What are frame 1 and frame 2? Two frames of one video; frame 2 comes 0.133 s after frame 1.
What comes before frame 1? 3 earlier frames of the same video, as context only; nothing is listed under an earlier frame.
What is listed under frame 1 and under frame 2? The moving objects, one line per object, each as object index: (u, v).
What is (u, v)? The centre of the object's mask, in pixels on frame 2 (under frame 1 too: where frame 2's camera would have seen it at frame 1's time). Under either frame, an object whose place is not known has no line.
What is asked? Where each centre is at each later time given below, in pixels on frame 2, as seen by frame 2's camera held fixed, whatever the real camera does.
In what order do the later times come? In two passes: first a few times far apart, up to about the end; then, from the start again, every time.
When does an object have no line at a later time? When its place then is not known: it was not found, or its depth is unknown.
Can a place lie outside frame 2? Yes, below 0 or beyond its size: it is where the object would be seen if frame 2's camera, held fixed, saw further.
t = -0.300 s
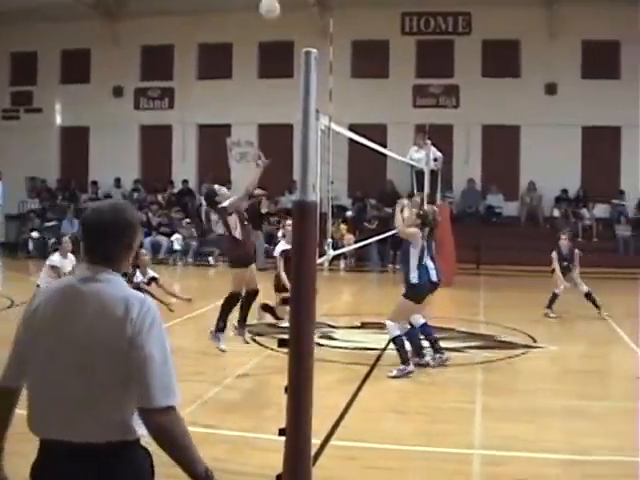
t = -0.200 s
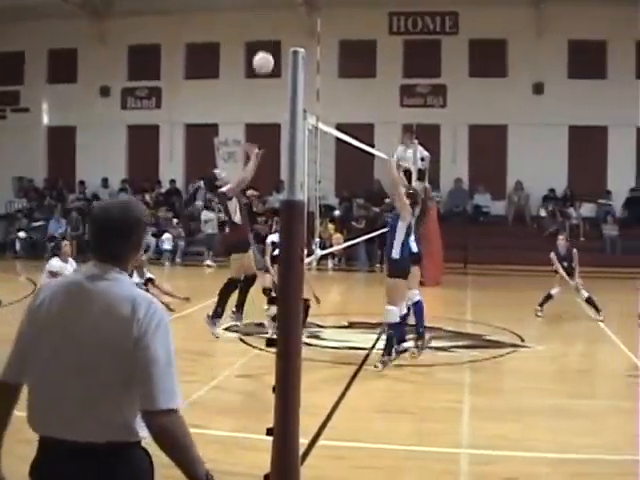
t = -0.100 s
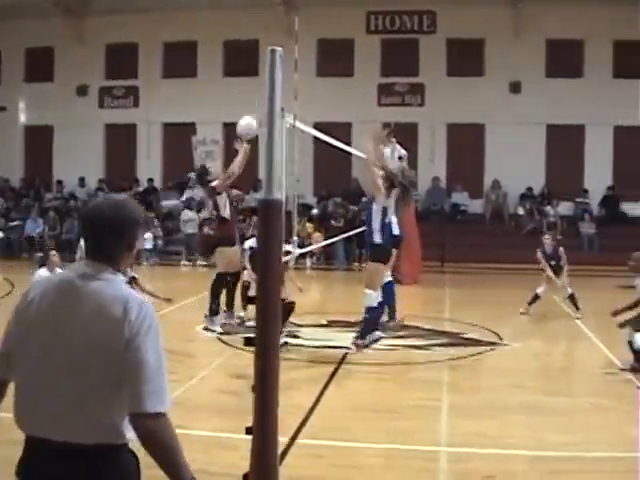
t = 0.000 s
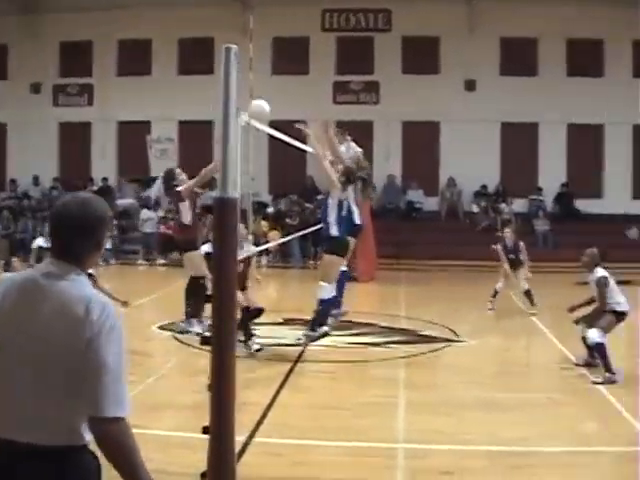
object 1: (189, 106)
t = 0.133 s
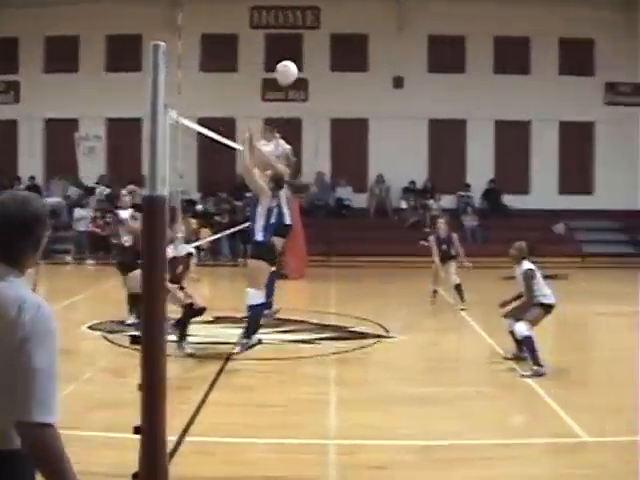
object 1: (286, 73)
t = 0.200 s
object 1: (334, 61)
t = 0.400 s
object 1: (478, 58)
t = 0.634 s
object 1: (639, 109)
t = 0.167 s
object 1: (310, 66)
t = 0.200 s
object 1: (334, 61)
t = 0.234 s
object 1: (358, 57)
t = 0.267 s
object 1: (382, 54)
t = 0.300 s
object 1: (408, 54)
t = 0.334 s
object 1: (430, 54)
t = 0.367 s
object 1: (454, 55)
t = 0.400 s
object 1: (478, 58)
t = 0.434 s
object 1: (501, 62)
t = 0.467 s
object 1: (525, 67)
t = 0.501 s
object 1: (547, 73)
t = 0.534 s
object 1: (571, 81)
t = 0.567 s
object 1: (594, 89)
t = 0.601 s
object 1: (618, 96)
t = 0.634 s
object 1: (639, 109)
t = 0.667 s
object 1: (662, 121)
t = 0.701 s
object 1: (683, 134)
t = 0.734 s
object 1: (704, 147)
